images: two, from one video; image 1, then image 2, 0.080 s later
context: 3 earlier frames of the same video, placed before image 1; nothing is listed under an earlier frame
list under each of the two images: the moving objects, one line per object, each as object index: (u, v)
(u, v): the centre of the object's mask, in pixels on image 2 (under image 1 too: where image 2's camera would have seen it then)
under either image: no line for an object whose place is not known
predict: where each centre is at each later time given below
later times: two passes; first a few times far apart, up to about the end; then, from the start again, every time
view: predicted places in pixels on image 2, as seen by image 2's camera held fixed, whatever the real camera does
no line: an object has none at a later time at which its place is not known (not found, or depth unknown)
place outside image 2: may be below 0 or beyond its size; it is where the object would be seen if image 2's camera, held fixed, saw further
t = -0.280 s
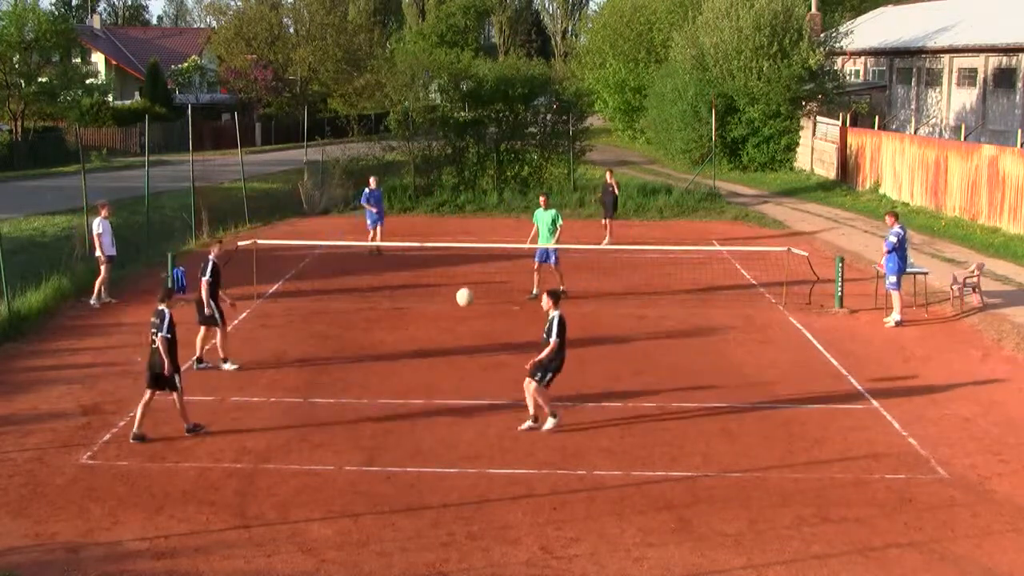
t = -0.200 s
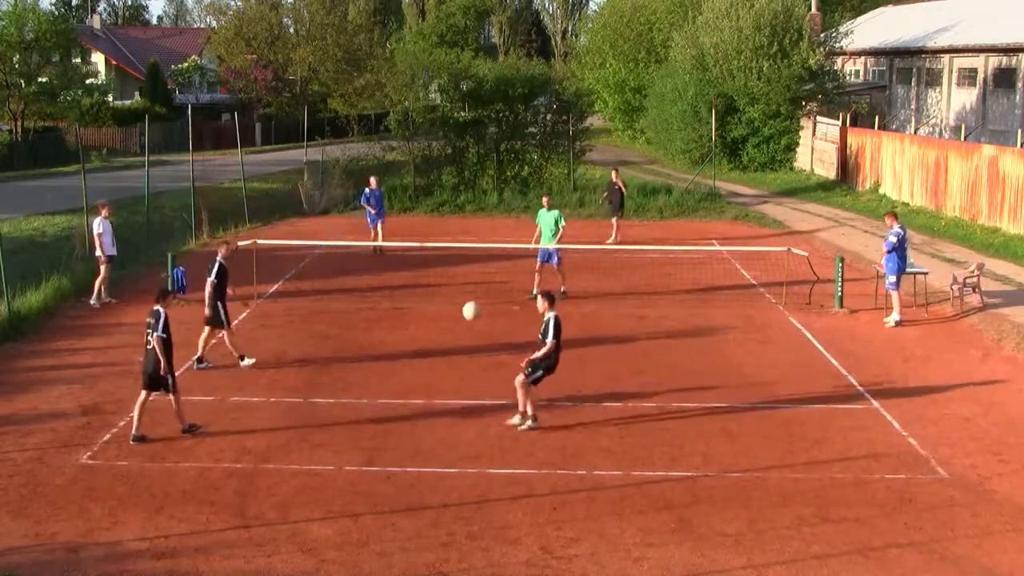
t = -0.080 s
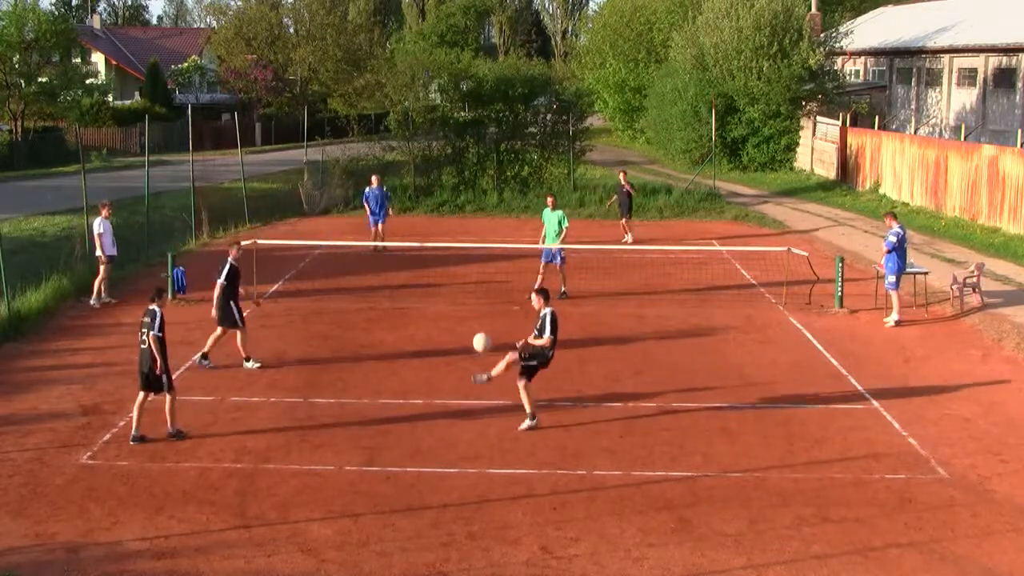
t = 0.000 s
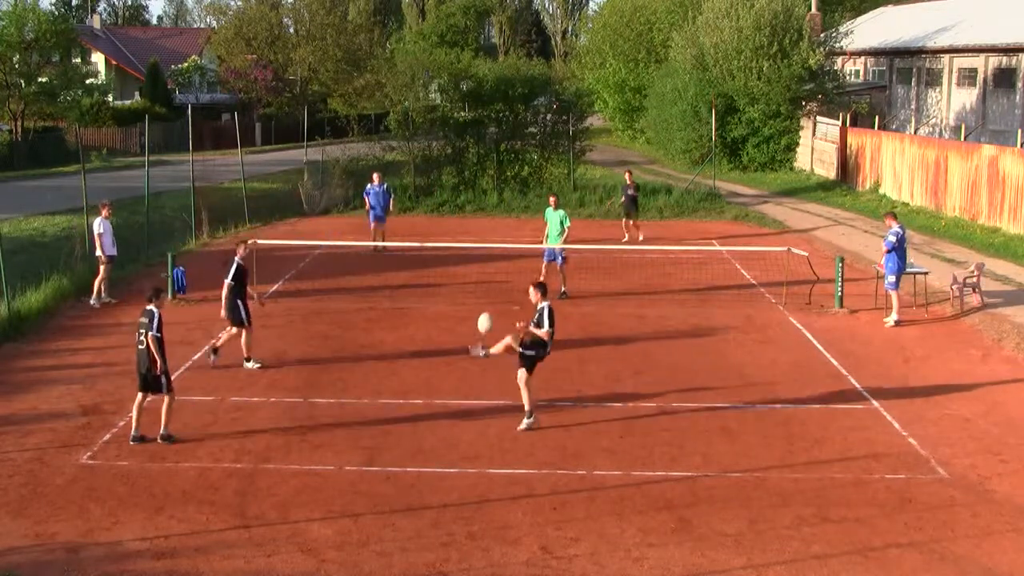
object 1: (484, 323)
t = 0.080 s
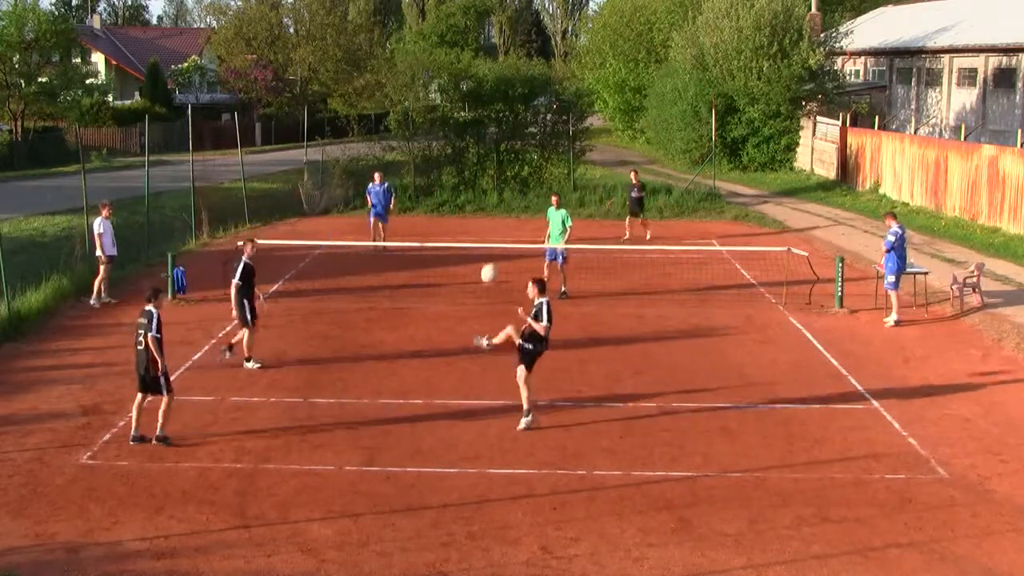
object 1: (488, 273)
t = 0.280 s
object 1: (497, 174)
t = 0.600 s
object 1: (511, 91)
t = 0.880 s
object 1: (522, 89)
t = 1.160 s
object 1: (531, 145)
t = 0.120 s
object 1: (490, 251)
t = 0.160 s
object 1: (492, 230)
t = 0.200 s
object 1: (493, 209)
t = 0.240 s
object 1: (494, 191)
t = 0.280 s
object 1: (497, 174)
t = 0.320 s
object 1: (500, 159)
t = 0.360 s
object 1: (502, 145)
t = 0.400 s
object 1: (503, 133)
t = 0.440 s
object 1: (505, 122)
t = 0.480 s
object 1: (507, 113)
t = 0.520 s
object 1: (509, 104)
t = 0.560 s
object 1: (510, 97)
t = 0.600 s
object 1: (511, 91)
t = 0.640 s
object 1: (513, 87)
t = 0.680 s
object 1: (515, 85)
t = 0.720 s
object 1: (516, 83)
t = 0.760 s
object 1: (518, 83)
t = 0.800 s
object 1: (519, 83)
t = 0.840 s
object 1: (520, 86)
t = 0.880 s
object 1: (522, 89)
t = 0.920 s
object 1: (523, 93)
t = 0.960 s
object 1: (525, 99)
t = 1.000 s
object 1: (527, 106)
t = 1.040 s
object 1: (528, 115)
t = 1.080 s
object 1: (529, 124)
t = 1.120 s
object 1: (529, 134)
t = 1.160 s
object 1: (531, 145)
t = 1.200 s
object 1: (532, 158)
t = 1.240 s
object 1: (534, 171)
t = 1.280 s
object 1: (534, 186)
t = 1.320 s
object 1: (534, 201)
